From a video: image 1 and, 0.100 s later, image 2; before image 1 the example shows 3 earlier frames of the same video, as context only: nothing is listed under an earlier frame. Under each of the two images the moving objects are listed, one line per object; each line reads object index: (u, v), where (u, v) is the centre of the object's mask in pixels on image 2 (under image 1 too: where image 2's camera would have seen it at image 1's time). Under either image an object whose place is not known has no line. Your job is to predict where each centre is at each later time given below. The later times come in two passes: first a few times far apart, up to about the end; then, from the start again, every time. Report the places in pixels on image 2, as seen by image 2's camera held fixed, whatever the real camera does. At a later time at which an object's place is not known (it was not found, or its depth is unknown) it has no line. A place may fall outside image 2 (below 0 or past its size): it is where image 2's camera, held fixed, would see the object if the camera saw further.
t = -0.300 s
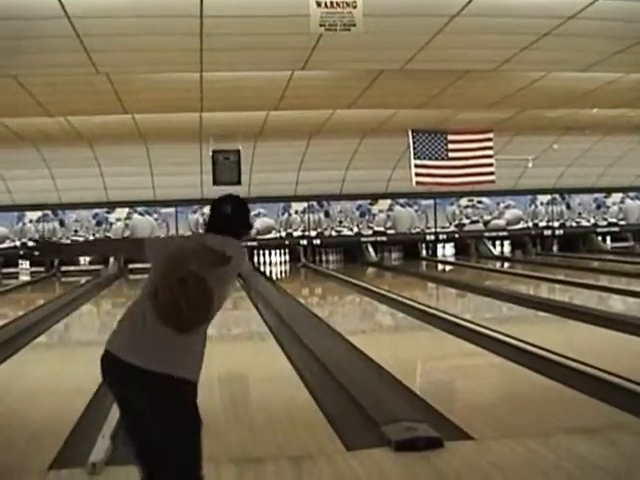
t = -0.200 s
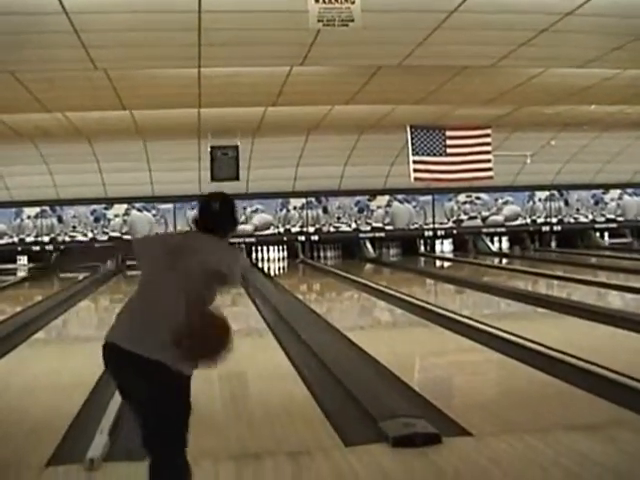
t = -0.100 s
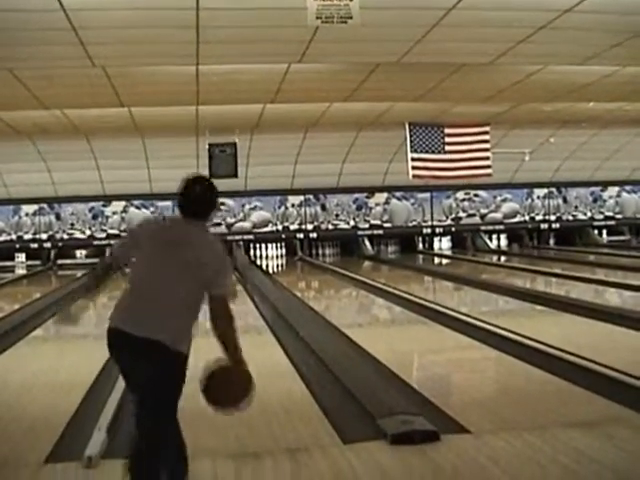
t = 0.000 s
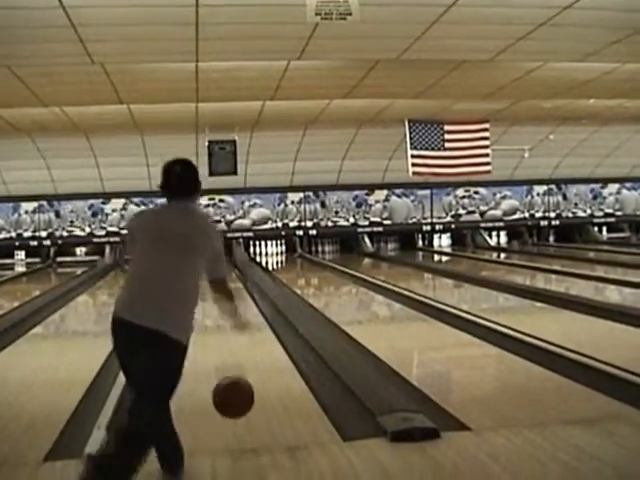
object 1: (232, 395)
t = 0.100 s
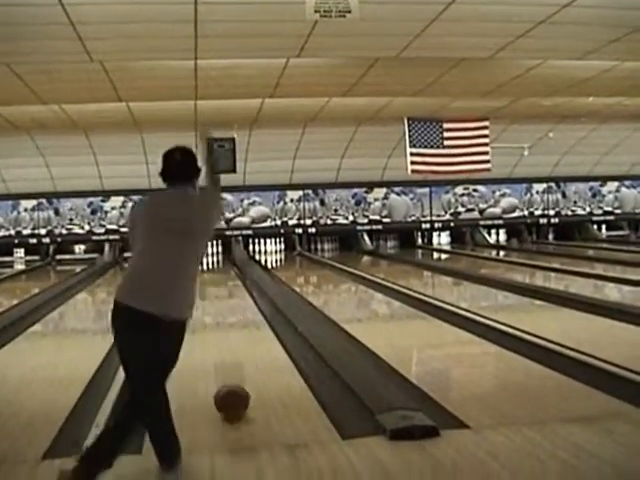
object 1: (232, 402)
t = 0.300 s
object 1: (228, 357)
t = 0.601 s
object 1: (224, 319)
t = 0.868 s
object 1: (221, 297)
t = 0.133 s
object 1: (230, 389)
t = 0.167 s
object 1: (230, 381)
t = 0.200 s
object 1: (229, 376)
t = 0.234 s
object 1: (229, 370)
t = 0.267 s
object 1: (229, 363)
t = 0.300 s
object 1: (228, 357)
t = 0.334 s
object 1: (228, 352)
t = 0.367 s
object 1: (227, 347)
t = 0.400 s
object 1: (227, 341)
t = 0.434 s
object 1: (226, 338)
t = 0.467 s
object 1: (226, 333)
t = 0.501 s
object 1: (225, 329)
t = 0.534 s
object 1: (225, 325)
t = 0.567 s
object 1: (224, 321)
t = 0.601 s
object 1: (224, 319)
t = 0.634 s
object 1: (224, 316)
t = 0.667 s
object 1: (222, 312)
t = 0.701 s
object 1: (223, 310)
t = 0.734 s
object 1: (222, 307)
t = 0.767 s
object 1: (222, 304)
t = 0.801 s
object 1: (220, 303)
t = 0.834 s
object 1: (220, 300)
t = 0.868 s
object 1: (221, 297)
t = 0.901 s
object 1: (221, 296)
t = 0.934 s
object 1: (222, 295)
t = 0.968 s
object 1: (223, 292)
